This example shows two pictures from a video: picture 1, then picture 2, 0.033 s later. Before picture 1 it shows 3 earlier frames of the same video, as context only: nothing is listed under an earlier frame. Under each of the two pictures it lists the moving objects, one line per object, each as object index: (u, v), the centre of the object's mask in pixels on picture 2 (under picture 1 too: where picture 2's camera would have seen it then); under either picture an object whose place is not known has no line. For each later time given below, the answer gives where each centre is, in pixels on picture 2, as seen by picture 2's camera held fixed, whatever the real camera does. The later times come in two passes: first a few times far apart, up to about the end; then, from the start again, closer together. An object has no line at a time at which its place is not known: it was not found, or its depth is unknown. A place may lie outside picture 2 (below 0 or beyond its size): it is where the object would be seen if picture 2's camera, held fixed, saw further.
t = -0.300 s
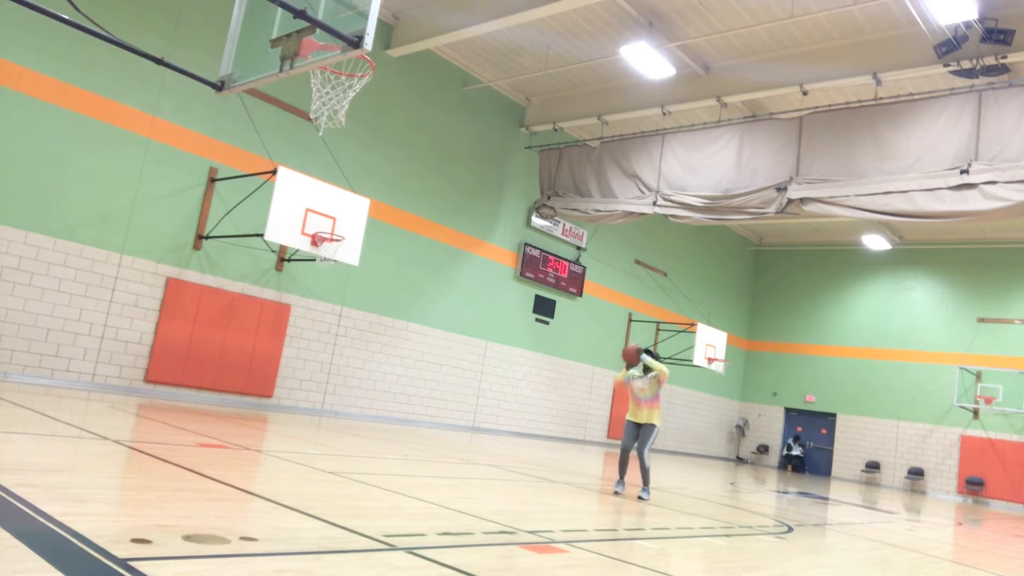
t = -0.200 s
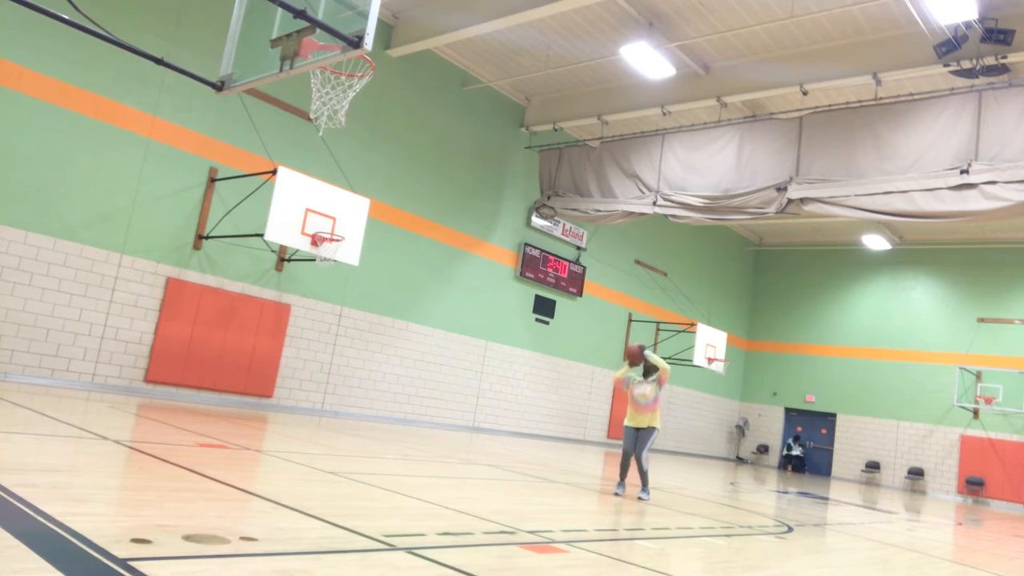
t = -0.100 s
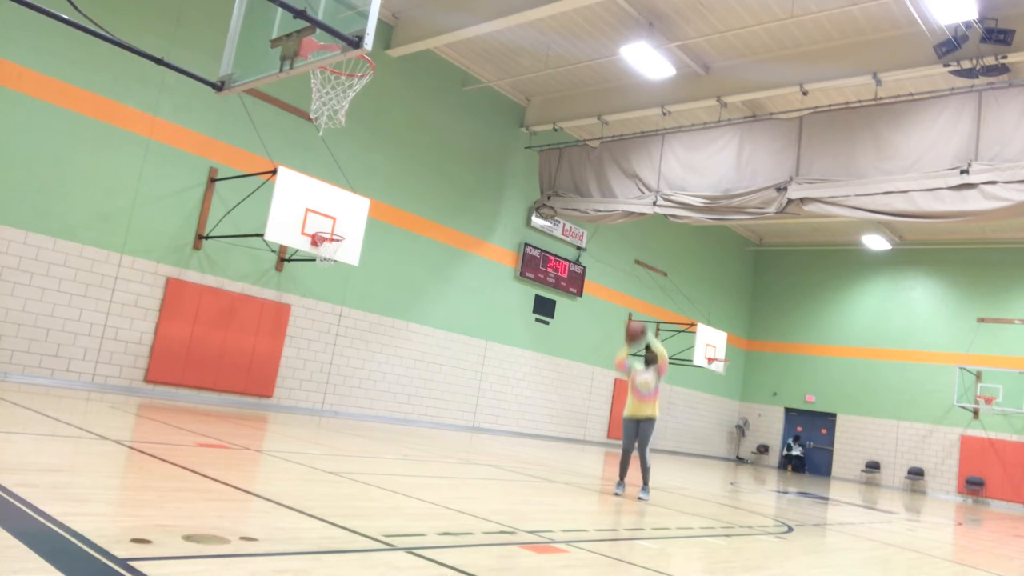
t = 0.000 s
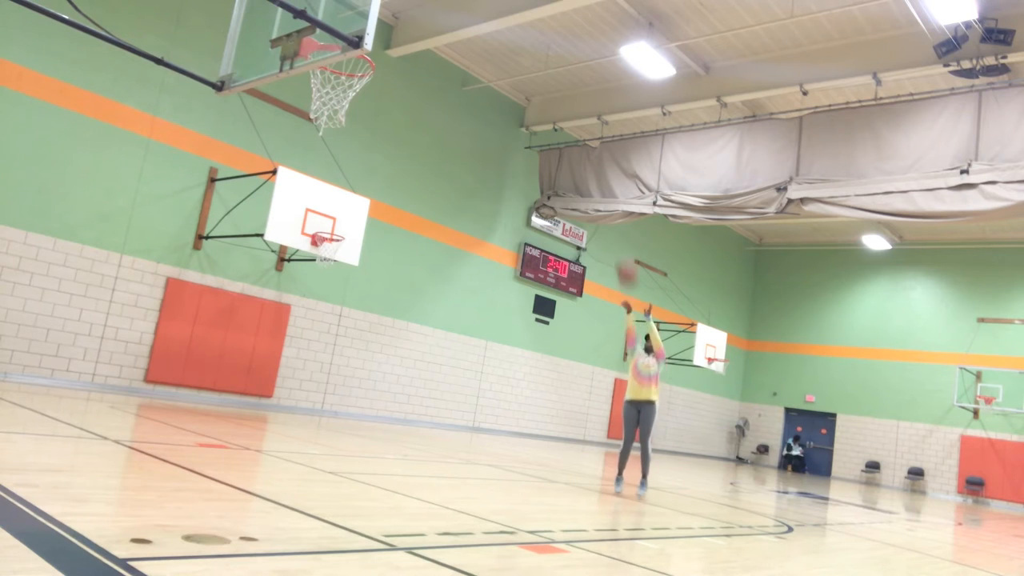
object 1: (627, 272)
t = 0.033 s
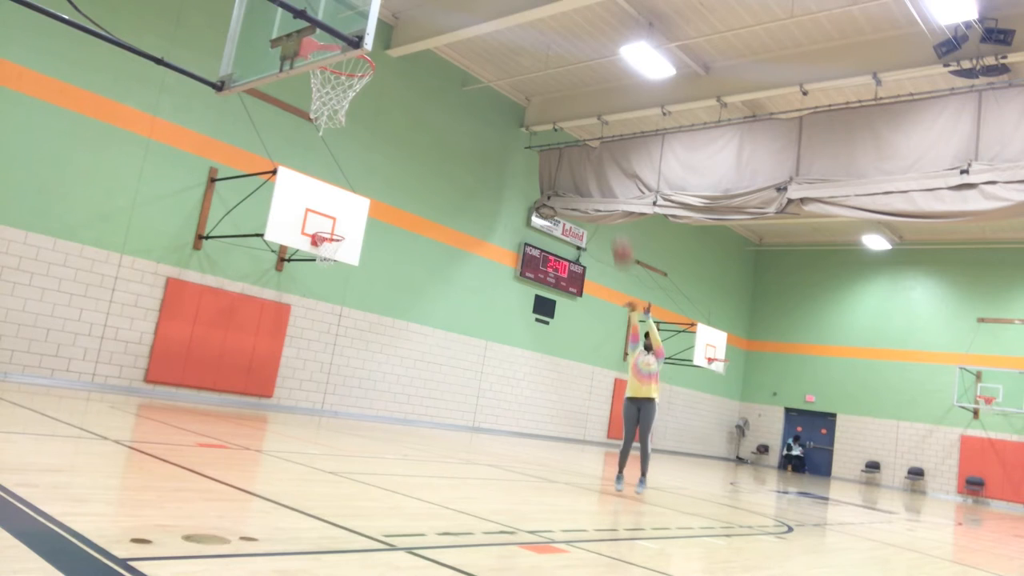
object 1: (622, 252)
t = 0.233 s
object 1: (593, 143)
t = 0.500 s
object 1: (538, 47)
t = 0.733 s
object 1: (474, 12)
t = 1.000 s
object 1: (381, 41)
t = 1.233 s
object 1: (291, 115)
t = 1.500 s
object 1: (209, 263)
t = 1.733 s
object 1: (131, 434)
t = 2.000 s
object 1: (185, 264)
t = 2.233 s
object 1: (207, 222)
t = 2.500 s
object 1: (212, 264)
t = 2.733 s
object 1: (199, 372)
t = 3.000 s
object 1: (205, 376)
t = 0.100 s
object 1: (614, 217)
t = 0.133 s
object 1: (608, 194)
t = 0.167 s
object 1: (602, 176)
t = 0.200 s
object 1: (597, 158)
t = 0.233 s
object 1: (593, 143)
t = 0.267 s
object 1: (587, 129)
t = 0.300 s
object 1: (580, 115)
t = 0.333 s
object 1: (574, 101)
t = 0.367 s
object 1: (567, 89)
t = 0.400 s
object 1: (560, 77)
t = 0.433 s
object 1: (553, 67)
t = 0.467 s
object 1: (546, 56)
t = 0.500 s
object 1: (538, 47)
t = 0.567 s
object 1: (521, 32)
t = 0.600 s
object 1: (512, 25)
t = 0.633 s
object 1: (503, 20)
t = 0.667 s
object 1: (494, 15)
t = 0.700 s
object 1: (485, 13)
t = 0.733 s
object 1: (474, 12)
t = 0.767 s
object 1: (463, 11)
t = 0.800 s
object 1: (452, 11)
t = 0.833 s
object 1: (439, 12)
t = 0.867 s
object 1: (427, 15)
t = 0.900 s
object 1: (415, 19)
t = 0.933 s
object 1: (402, 25)
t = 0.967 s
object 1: (389, 32)
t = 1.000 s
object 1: (381, 41)
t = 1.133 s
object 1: (314, 86)
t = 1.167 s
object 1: (306, 93)
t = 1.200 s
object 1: (299, 103)
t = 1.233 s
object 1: (291, 115)
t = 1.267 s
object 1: (282, 128)
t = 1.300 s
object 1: (272, 144)
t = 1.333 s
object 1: (263, 158)
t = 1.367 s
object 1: (254, 174)
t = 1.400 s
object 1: (242, 196)
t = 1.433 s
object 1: (232, 216)
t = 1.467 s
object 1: (220, 241)
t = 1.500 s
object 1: (209, 263)
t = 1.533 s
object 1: (195, 291)
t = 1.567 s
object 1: (183, 317)
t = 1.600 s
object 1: (168, 349)
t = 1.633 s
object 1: (154, 383)
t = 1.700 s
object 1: (126, 454)
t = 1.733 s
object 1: (131, 434)
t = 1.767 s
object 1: (140, 404)
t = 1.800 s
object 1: (146, 379)
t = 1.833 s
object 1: (154, 353)
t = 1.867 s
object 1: (162, 331)
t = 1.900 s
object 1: (168, 311)
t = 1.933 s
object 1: (174, 294)
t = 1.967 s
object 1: (179, 279)
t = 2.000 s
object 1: (185, 264)
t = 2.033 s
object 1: (189, 253)
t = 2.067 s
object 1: (193, 244)
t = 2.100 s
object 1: (197, 236)
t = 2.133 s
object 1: (200, 231)
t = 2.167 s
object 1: (203, 226)
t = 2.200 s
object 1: (205, 223)
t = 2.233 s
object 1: (207, 222)
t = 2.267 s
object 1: (209, 222)
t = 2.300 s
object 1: (211, 223)
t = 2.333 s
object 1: (212, 226)
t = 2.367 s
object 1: (213, 231)
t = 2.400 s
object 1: (213, 238)
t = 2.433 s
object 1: (213, 244)
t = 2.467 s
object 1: (212, 253)
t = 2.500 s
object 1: (212, 264)
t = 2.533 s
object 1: (211, 274)
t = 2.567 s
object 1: (209, 288)
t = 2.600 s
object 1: (208, 302)
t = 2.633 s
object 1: (206, 317)
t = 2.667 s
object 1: (204, 334)
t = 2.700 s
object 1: (202, 352)
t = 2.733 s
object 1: (199, 372)
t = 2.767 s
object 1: (196, 394)
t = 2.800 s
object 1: (193, 418)
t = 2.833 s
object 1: (189, 441)
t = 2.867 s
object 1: (189, 444)
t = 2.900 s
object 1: (194, 425)
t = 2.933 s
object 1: (198, 406)
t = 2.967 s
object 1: (202, 389)
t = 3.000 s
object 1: (205, 376)
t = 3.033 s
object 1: (208, 364)
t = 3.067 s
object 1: (211, 353)
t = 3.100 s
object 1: (214, 344)
